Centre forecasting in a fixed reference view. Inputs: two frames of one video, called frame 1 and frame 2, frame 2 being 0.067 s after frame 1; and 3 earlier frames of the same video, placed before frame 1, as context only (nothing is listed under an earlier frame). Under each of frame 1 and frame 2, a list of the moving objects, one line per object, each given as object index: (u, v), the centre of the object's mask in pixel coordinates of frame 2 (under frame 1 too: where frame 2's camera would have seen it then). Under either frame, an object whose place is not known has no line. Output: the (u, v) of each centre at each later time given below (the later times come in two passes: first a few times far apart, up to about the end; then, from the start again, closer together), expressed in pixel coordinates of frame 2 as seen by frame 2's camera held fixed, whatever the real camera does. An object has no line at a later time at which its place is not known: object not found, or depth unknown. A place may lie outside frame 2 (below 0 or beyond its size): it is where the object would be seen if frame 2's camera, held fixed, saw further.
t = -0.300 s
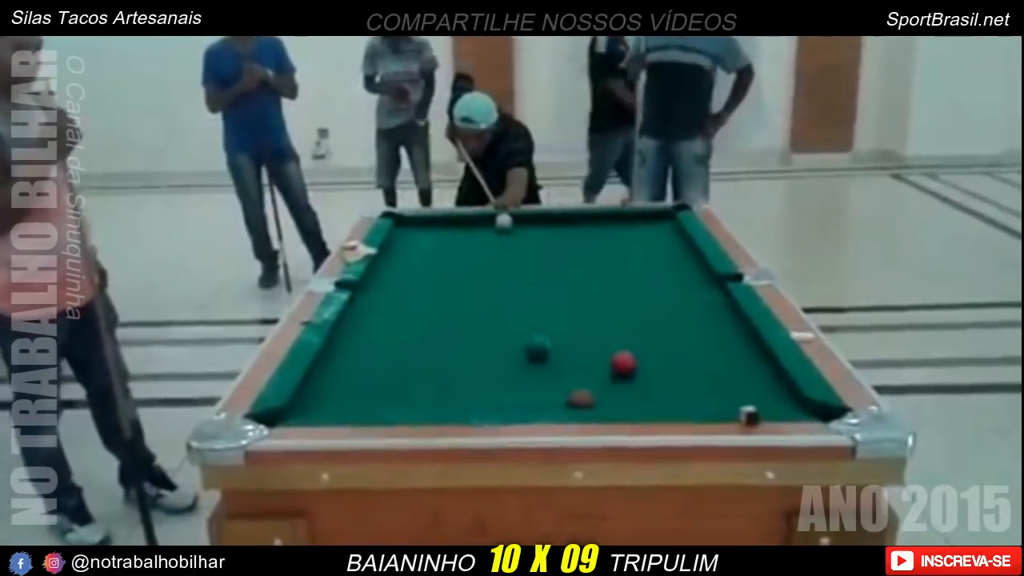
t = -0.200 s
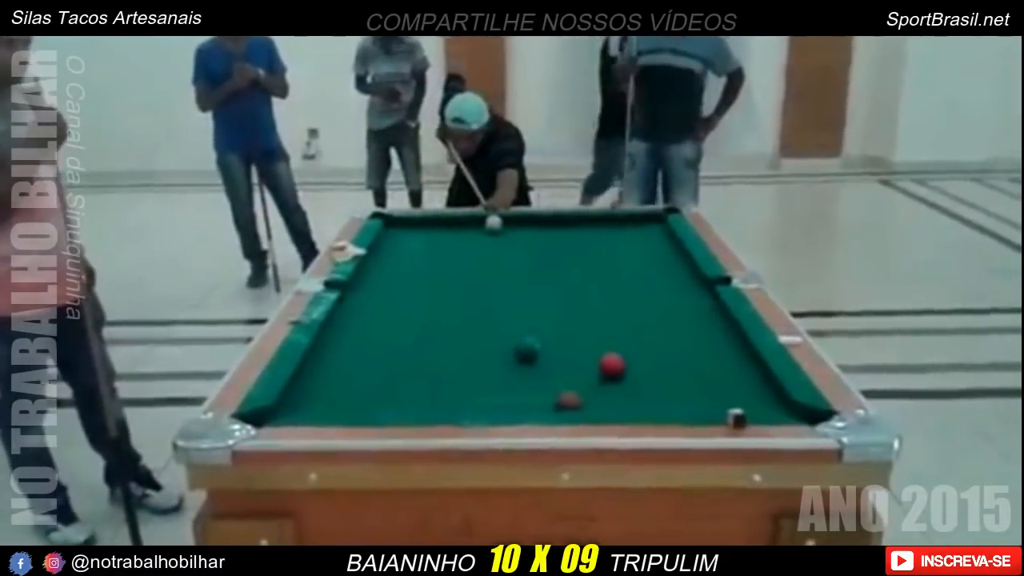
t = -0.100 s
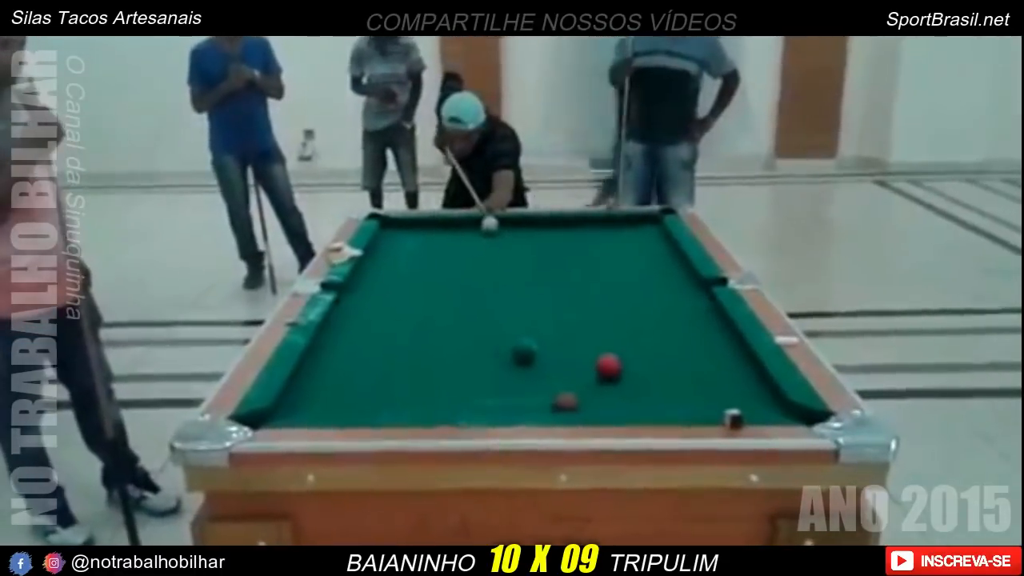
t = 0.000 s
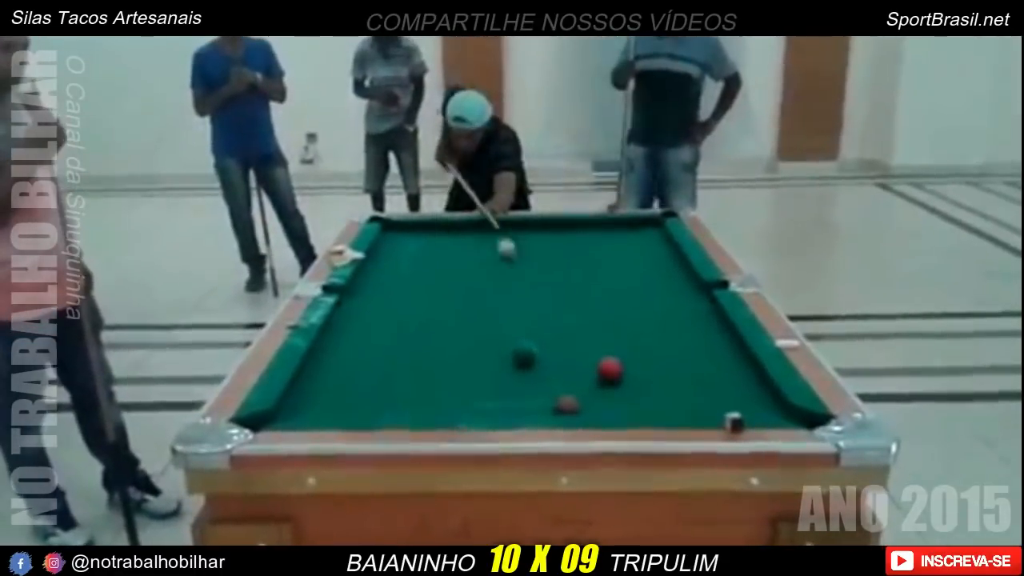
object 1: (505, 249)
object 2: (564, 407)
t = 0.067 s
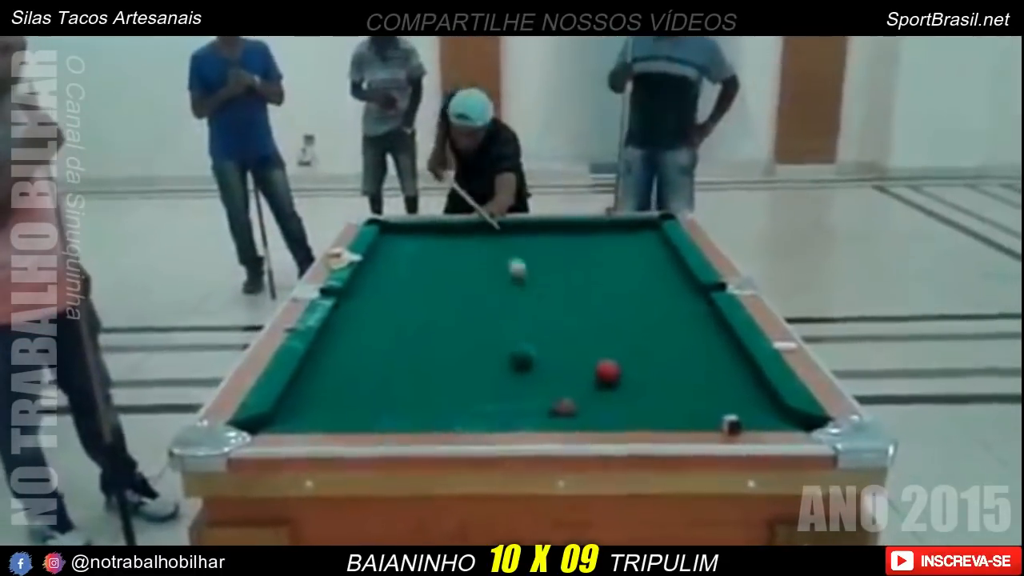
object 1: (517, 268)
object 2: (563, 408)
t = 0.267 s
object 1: (570, 342)
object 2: (563, 408)
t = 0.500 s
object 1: (489, 409)
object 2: (583, 405)
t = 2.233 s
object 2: (647, 243)
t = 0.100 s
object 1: (524, 279)
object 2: (563, 408)
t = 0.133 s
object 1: (531, 289)
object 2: (563, 408)
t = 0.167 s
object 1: (540, 301)
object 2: (563, 408)
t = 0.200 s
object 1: (550, 314)
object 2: (563, 408)
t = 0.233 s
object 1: (560, 327)
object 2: (563, 408)
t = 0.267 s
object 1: (570, 342)
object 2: (563, 408)
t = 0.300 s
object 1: (581, 357)
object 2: (564, 408)
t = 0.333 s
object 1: (575, 371)
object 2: (564, 408)
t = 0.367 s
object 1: (563, 381)
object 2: (563, 408)
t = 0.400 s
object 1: (549, 393)
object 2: (559, 408)
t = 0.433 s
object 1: (530, 401)
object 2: (573, 410)
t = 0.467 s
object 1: (508, 408)
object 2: (578, 408)
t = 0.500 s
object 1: (489, 409)
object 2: (583, 405)
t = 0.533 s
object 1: (473, 403)
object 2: (587, 401)
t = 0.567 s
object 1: (459, 399)
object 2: (592, 396)
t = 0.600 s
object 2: (595, 391)
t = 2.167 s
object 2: (651, 246)
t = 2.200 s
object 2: (649, 244)
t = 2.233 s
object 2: (647, 243)
